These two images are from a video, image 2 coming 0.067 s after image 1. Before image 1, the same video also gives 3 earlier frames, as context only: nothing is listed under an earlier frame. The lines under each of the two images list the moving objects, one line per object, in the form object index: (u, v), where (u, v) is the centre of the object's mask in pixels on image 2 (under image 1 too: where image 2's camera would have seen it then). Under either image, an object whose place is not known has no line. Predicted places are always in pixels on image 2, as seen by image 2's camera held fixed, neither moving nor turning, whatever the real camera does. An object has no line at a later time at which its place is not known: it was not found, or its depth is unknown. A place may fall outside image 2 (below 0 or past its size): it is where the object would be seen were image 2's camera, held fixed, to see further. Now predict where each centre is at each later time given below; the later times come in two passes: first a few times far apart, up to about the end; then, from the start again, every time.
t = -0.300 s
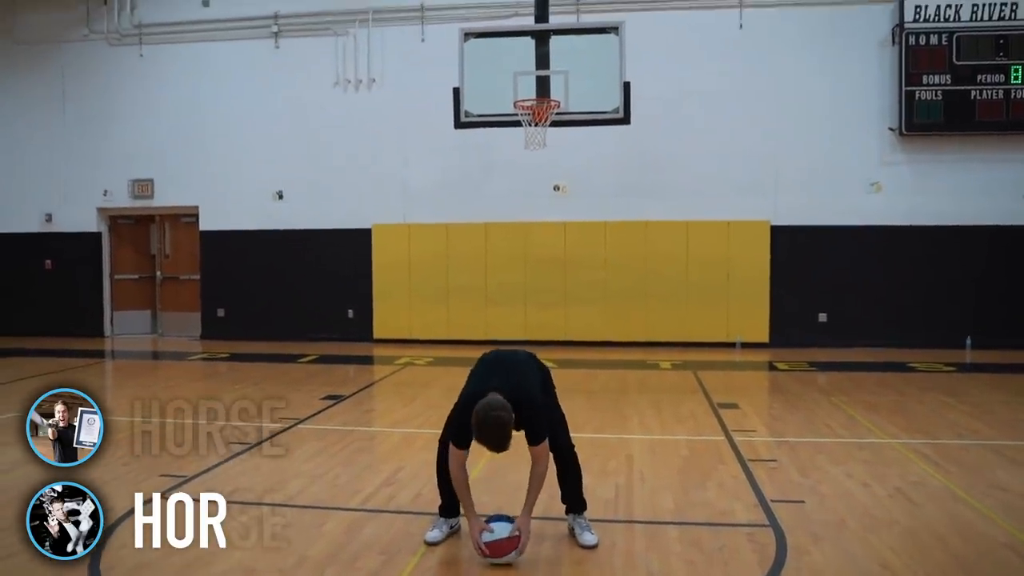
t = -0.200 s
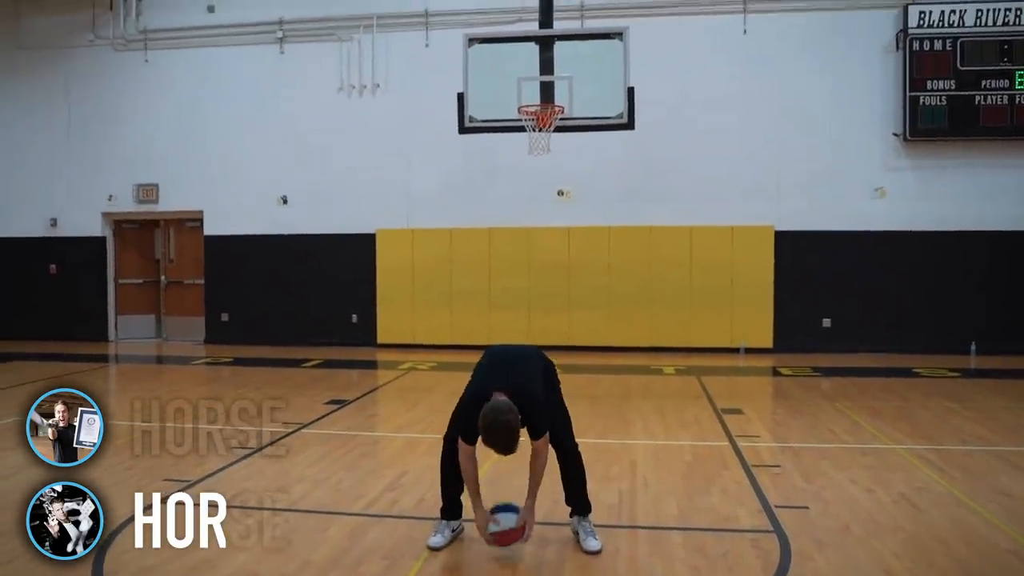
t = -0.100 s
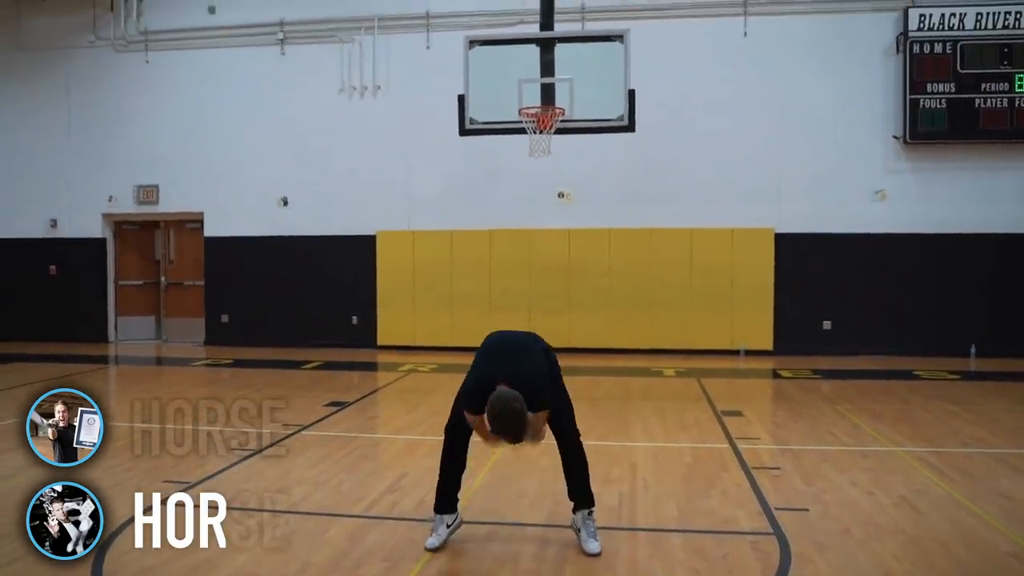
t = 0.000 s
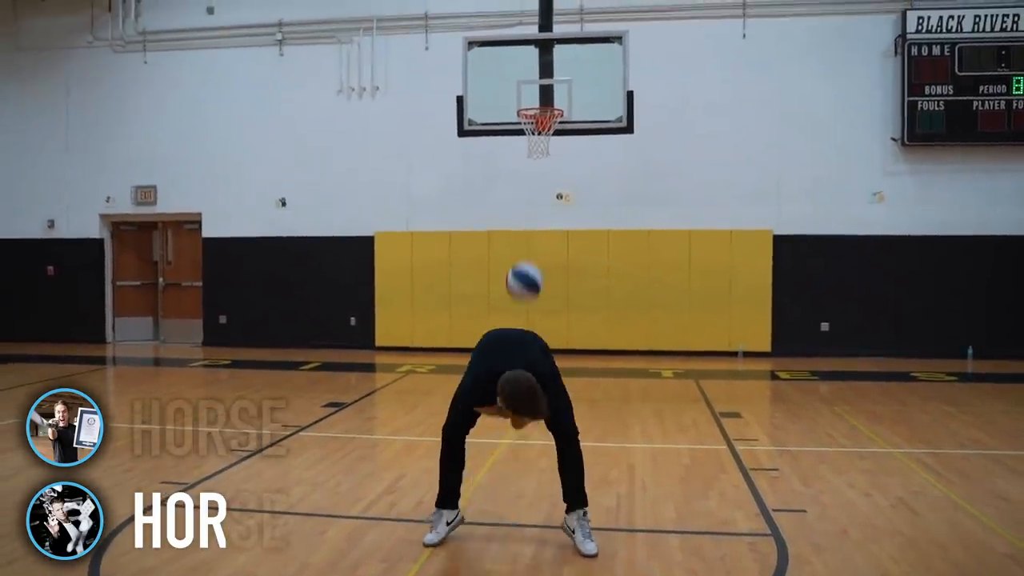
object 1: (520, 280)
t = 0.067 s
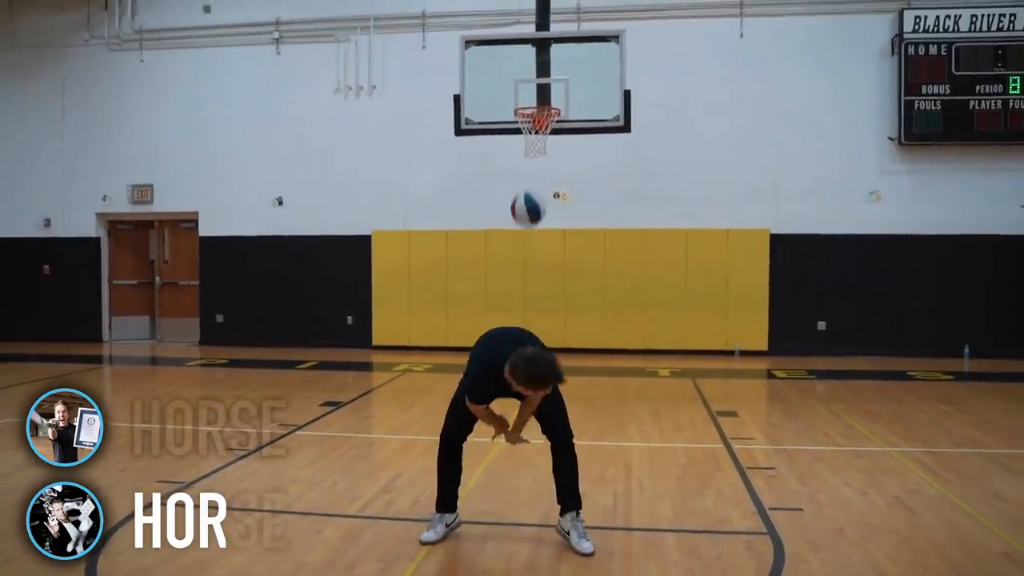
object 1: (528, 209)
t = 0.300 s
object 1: (545, 59)
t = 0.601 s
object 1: (559, 9)
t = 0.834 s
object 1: (566, 5)
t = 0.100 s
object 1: (531, 178)
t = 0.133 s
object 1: (533, 152)
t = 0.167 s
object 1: (537, 129)
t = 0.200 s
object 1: (539, 106)
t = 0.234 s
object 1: (541, 89)
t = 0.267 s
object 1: (543, 73)
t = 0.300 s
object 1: (545, 59)
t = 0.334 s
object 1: (547, 47)
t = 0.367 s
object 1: (548, 37)
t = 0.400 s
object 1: (550, 29)
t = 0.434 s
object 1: (551, 22)
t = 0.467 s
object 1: (552, 17)
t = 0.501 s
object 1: (554, 13)
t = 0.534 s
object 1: (556, 10)
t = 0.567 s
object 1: (557, 9)
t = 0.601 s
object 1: (559, 9)
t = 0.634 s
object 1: (560, 10)
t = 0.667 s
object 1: (561, 12)
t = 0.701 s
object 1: (562, 15)
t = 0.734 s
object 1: (563, 18)
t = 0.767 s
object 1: (564, 22)
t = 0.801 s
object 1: (565, 15)
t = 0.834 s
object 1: (566, 5)
